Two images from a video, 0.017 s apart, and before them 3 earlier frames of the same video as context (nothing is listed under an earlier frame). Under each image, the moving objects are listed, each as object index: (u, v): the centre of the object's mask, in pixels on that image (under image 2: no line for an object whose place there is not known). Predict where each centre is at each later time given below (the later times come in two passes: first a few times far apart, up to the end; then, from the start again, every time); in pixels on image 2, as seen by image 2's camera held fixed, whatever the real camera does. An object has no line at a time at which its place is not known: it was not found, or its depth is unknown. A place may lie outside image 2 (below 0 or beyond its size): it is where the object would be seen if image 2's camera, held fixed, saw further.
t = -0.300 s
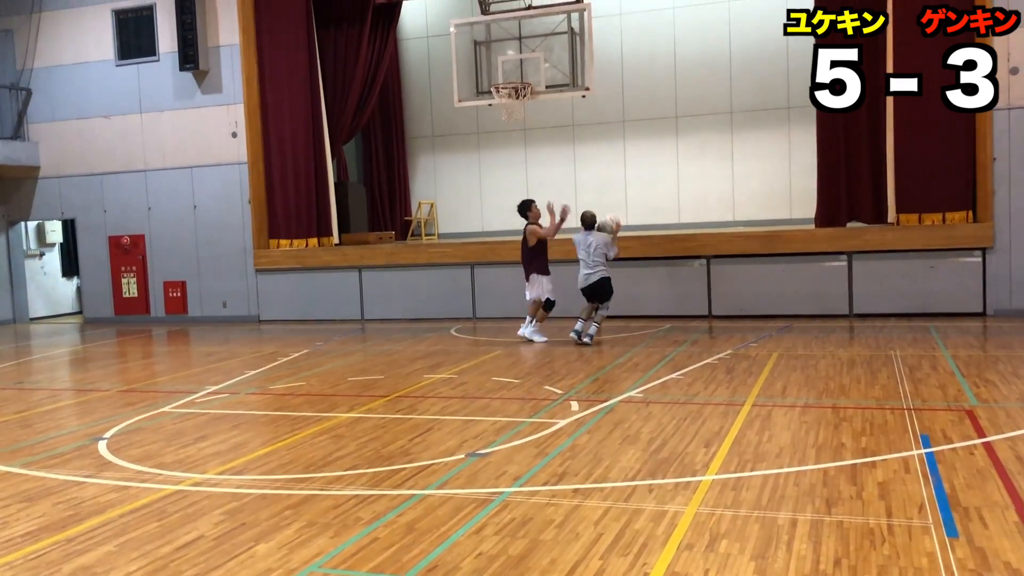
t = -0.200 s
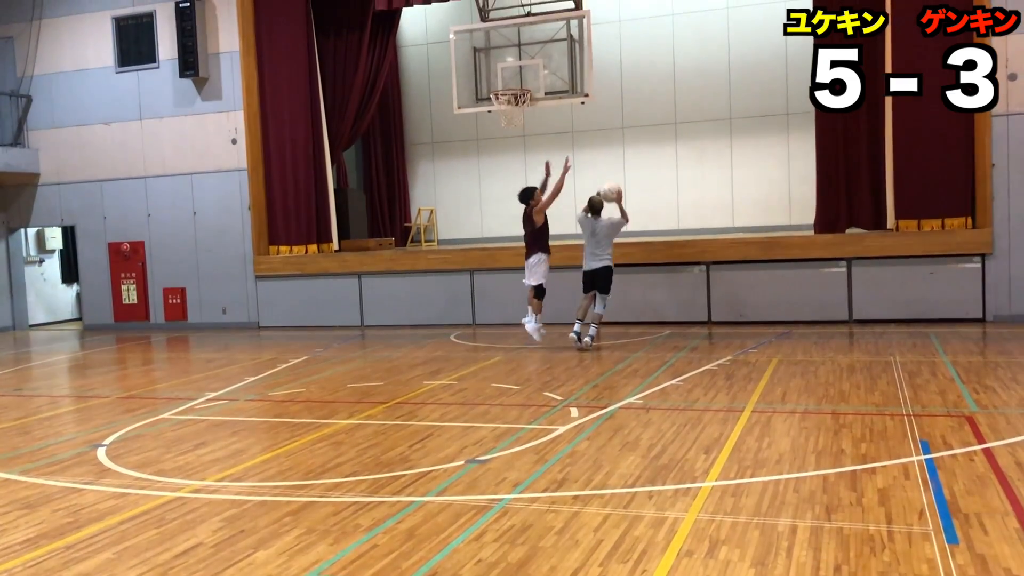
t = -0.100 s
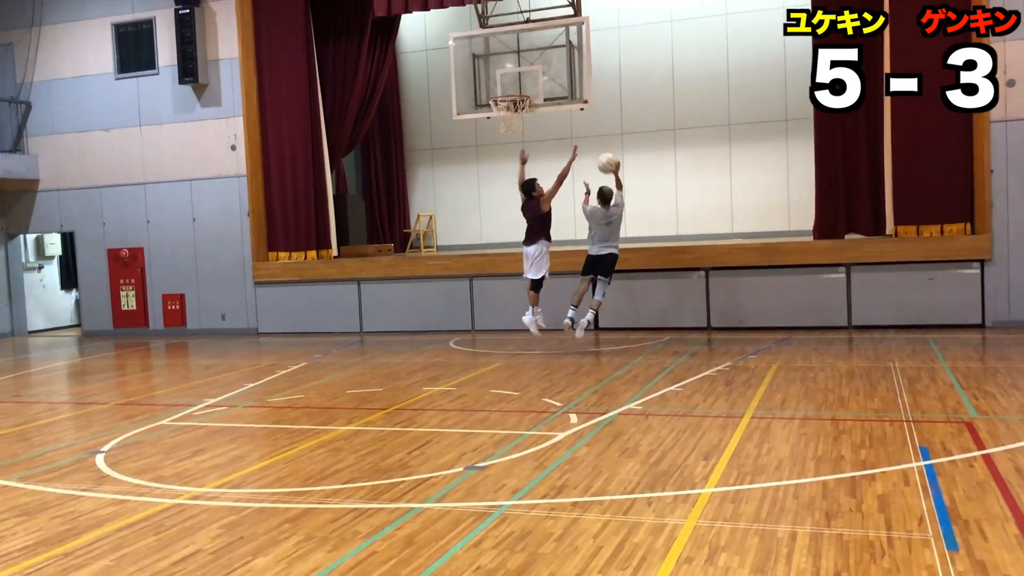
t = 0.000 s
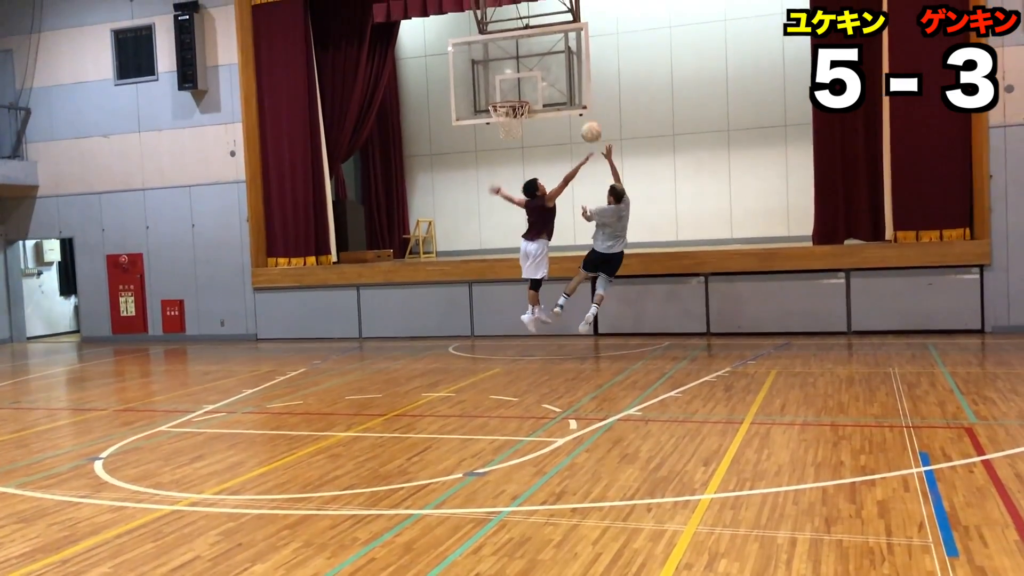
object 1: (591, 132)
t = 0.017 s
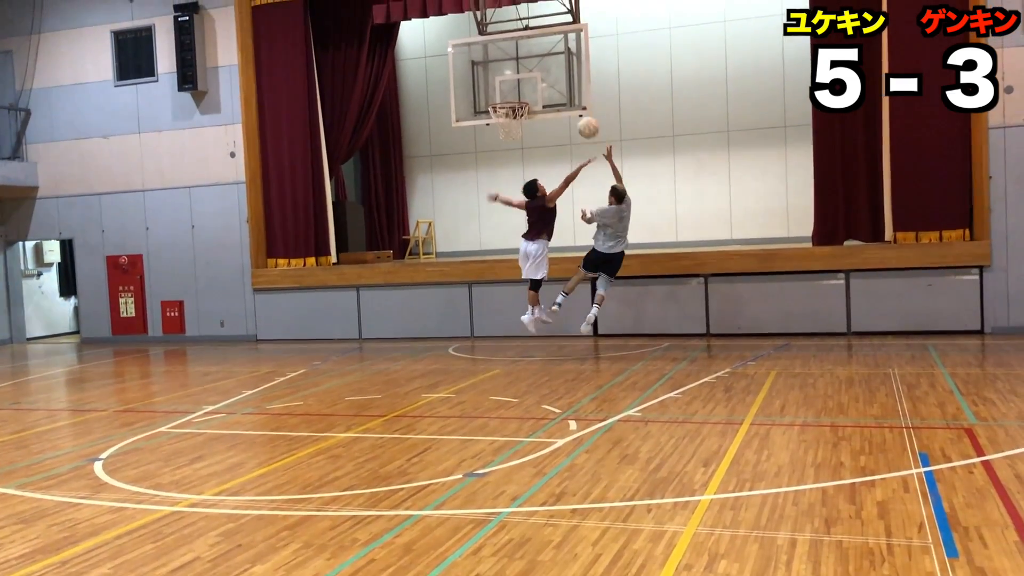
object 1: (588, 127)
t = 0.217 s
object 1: (554, 83)
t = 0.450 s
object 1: (530, 86)
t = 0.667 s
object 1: (515, 88)
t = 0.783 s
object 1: (509, 95)
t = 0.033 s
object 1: (585, 122)
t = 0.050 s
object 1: (582, 118)
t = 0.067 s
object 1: (579, 113)
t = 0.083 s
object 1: (576, 109)
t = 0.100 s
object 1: (573, 105)
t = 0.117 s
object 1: (571, 99)
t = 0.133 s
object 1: (569, 97)
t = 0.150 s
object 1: (565, 94)
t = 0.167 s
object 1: (563, 91)
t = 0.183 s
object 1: (560, 88)
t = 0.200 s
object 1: (557, 86)
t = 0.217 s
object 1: (554, 83)
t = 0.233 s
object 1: (552, 82)
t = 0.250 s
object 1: (551, 81)
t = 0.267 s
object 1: (549, 80)
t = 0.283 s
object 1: (547, 80)
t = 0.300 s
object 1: (545, 79)
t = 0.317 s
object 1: (544, 79)
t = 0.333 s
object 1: (542, 79)
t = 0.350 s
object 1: (540, 79)
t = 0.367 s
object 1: (538, 80)
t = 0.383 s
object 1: (536, 81)
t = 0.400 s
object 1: (534, 82)
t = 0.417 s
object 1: (533, 82)
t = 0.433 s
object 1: (532, 84)
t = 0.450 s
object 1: (530, 86)
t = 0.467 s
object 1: (528, 88)
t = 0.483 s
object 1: (526, 90)
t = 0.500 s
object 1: (525, 92)
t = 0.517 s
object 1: (524, 92)
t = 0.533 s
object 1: (523, 91)
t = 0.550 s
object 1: (522, 90)
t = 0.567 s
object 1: (521, 89)
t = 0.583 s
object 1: (520, 89)
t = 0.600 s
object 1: (519, 88)
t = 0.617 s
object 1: (518, 88)
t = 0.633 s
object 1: (517, 88)
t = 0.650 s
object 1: (516, 88)
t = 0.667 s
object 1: (515, 88)
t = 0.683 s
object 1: (514, 89)
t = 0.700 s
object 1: (514, 90)
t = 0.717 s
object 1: (513, 91)
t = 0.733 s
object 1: (512, 92)
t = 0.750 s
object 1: (511, 94)
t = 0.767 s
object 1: (510, 95)
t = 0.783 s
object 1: (509, 95)
